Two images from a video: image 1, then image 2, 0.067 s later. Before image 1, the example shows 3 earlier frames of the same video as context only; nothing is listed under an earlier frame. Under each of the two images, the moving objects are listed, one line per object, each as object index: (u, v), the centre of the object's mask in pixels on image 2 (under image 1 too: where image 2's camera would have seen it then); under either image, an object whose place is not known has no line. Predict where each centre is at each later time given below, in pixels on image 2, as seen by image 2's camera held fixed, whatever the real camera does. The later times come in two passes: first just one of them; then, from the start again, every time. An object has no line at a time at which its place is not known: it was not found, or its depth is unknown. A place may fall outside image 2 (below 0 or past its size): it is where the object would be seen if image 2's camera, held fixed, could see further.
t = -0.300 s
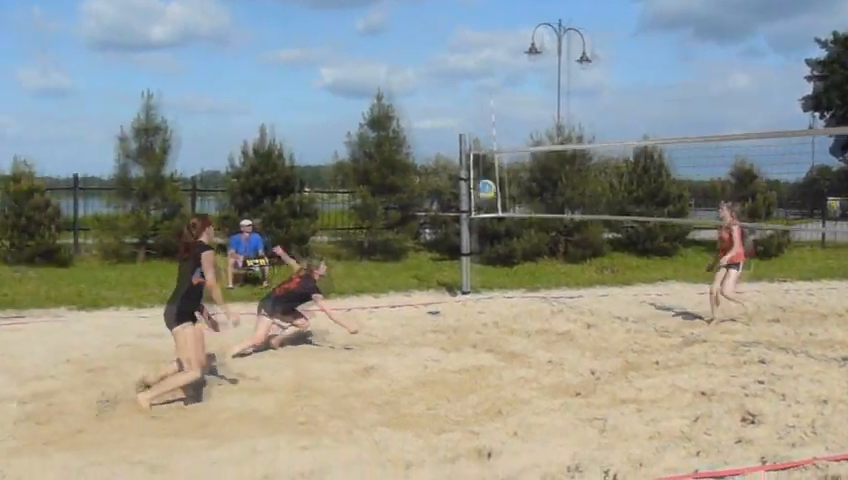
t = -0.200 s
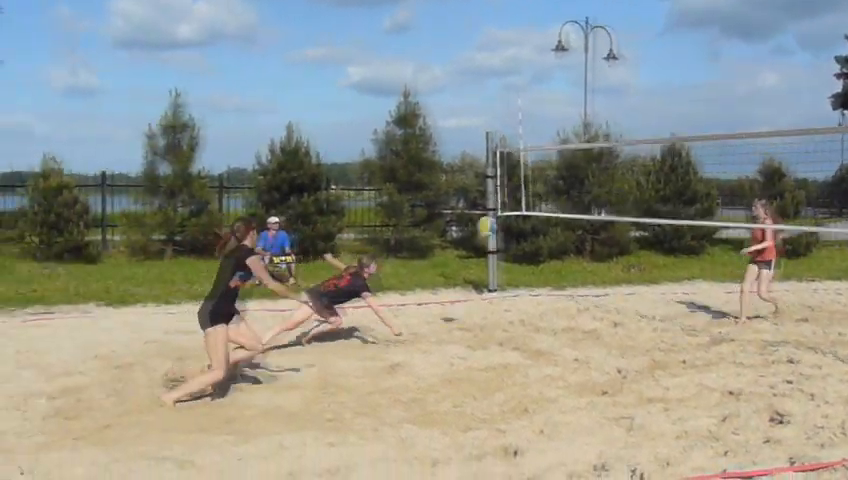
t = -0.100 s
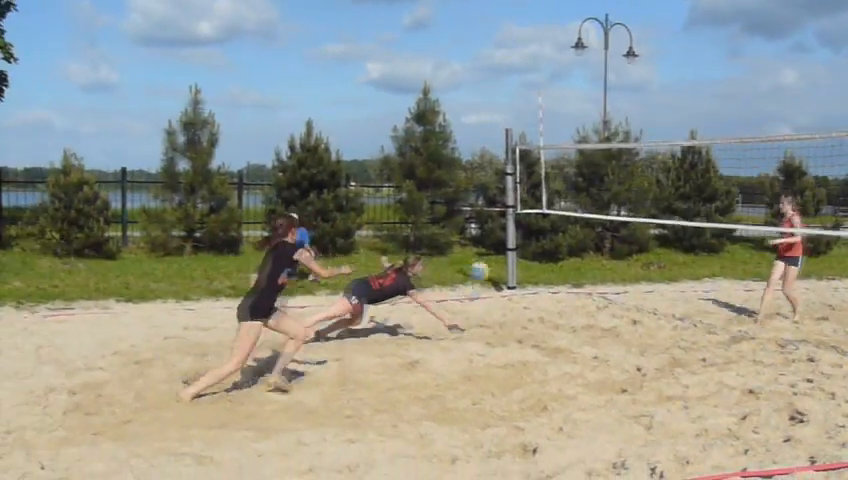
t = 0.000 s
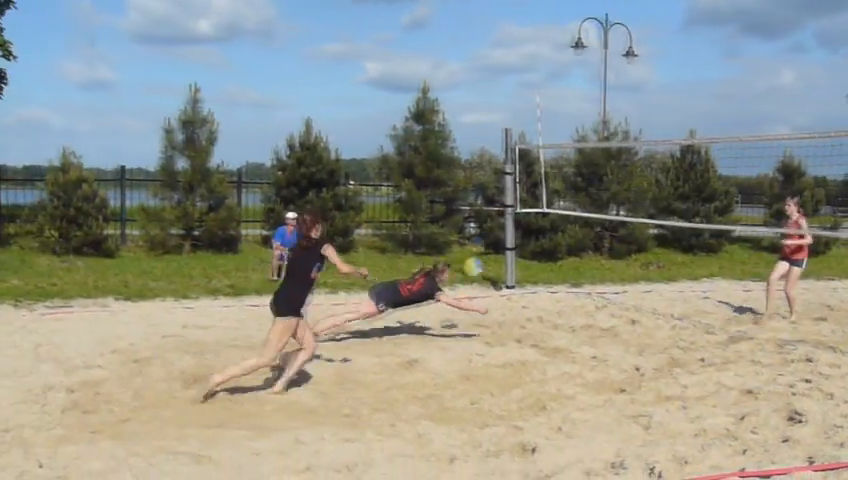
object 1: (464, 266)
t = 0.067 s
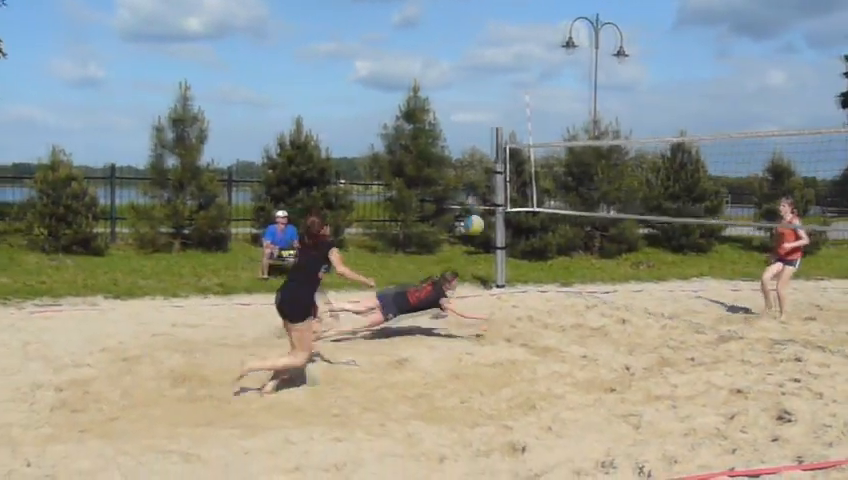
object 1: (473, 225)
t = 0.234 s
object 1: (495, 141)
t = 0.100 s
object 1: (478, 205)
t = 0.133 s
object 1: (483, 189)
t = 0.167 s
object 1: (487, 170)
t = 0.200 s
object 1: (492, 155)
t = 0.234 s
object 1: (495, 141)
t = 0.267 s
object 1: (499, 129)
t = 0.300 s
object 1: (499, 116)
